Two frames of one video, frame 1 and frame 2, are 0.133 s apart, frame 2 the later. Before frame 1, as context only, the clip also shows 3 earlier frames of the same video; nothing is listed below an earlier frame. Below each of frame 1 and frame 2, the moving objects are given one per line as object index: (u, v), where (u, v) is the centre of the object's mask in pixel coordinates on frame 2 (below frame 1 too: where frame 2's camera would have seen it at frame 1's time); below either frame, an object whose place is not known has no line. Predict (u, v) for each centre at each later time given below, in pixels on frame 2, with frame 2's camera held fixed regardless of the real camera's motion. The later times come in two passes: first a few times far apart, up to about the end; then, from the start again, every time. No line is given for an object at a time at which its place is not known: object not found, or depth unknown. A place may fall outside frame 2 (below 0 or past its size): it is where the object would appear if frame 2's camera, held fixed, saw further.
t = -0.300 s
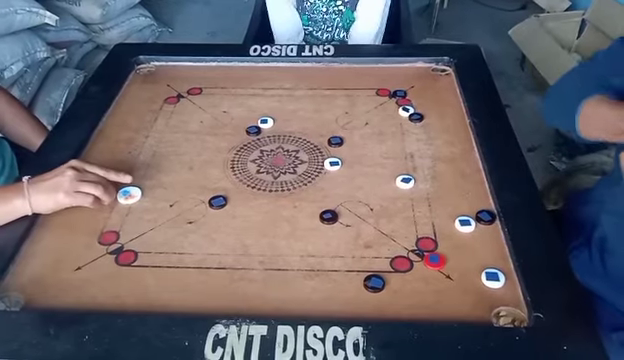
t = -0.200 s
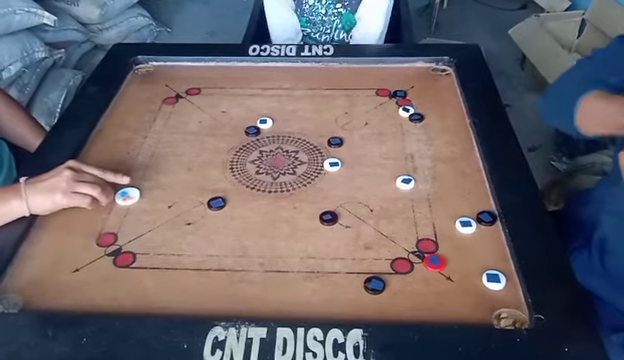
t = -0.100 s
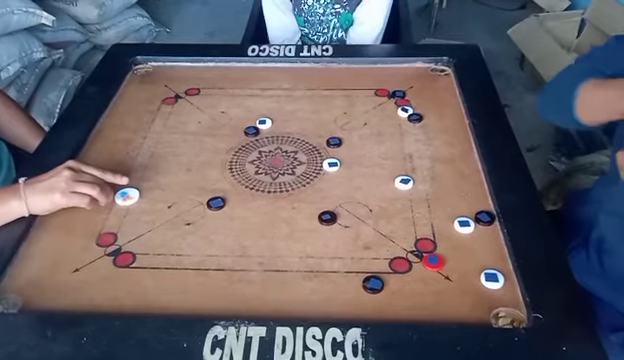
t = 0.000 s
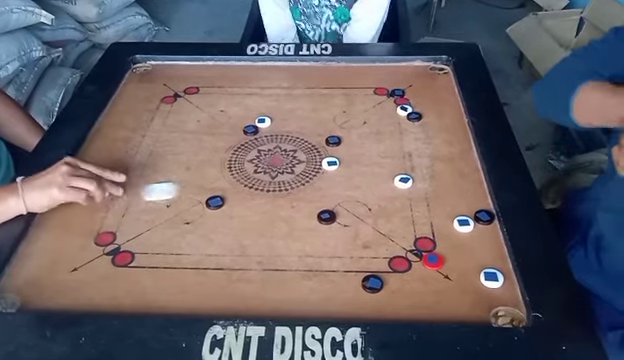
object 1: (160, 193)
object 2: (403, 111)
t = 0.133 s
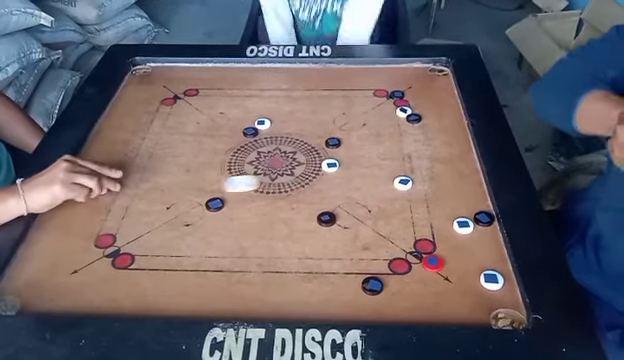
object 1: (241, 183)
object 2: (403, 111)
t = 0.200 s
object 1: (279, 179)
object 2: (403, 111)
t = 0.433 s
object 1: (357, 187)
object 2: (403, 111)
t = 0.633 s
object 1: (402, 200)
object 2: (395, 104)
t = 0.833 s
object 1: (440, 210)
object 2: (387, 101)
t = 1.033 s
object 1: (461, 212)
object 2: (386, 100)
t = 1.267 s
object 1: (465, 209)
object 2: (386, 101)
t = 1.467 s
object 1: (465, 207)
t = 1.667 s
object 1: (465, 207)
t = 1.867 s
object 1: (465, 206)
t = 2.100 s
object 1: (465, 206)
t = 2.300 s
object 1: (465, 206)
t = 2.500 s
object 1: (465, 206)
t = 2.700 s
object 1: (465, 206)
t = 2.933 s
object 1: (465, 206)
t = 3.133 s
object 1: (465, 206)
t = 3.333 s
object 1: (465, 206)
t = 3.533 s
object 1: (465, 206)
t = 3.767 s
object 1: (465, 207)
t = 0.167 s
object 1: (260, 181)
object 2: (403, 111)
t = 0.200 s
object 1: (279, 179)
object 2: (403, 111)
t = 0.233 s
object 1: (298, 176)
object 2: (403, 111)
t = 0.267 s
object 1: (313, 175)
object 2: (403, 111)
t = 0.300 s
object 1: (324, 176)
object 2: (403, 112)
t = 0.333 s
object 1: (333, 179)
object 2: (403, 111)
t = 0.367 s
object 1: (341, 182)
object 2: (403, 111)
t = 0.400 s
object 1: (349, 184)
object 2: (403, 111)
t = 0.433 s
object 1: (357, 187)
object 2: (403, 111)
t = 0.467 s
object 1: (365, 189)
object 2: (403, 111)
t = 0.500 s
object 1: (373, 191)
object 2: (402, 111)
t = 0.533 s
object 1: (380, 193)
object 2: (400, 109)
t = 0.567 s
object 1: (388, 196)
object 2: (398, 108)
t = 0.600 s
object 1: (395, 198)
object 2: (396, 106)
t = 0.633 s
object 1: (402, 200)
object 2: (395, 104)
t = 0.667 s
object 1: (409, 202)
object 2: (393, 103)
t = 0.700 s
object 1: (416, 203)
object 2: (392, 102)
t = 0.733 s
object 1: (423, 205)
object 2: (390, 102)
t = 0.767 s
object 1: (429, 207)
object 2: (389, 102)
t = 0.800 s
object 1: (435, 208)
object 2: (388, 101)
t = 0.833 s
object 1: (440, 210)
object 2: (387, 101)
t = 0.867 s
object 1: (445, 211)
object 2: (387, 101)
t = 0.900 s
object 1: (450, 212)
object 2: (386, 100)
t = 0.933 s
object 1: (453, 212)
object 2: (386, 100)
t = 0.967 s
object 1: (456, 212)
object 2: (386, 101)
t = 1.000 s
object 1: (459, 212)
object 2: (386, 101)
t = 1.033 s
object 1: (461, 212)
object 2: (386, 100)
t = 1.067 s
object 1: (462, 211)
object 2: (386, 101)
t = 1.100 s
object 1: (463, 211)
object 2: (386, 101)
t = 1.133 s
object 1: (464, 210)
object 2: (386, 101)
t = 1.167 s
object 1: (464, 210)
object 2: (386, 101)
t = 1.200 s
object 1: (464, 210)
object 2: (386, 100)
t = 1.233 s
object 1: (465, 209)
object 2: (386, 101)
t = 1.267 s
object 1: (465, 209)
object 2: (386, 101)
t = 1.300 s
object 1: (465, 209)
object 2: (386, 101)
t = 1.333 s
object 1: (465, 208)
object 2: (386, 101)
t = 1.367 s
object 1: (465, 208)
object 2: (386, 101)
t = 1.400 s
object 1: (464, 207)
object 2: (385, 101)
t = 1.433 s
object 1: (465, 207)
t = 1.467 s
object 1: (465, 207)
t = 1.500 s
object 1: (465, 207)
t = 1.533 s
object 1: (465, 207)
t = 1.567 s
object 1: (465, 207)
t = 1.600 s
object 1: (465, 207)
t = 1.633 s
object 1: (465, 207)
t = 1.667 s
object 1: (465, 207)
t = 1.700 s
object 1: (465, 207)
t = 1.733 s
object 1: (465, 206)
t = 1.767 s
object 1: (465, 207)
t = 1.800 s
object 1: (465, 207)
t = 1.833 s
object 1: (465, 207)
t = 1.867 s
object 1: (465, 206)
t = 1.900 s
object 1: (465, 206)
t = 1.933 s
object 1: (465, 206)
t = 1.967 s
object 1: (465, 206)
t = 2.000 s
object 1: (465, 206)
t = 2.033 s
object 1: (465, 206)
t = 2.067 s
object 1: (465, 206)
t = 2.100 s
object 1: (465, 206)
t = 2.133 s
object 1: (465, 206)
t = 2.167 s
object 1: (465, 206)
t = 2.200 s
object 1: (465, 206)
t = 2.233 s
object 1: (465, 206)
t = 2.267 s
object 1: (465, 206)
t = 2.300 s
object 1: (465, 206)
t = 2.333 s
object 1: (465, 206)
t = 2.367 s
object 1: (465, 206)
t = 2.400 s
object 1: (465, 206)
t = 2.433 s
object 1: (465, 206)
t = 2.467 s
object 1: (465, 206)
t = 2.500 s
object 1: (465, 206)
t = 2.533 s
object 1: (465, 206)
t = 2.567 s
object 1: (465, 206)
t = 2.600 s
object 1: (465, 206)
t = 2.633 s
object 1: (465, 206)
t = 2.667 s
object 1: (465, 206)
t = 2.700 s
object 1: (465, 206)
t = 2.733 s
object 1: (465, 206)
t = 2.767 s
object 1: (465, 206)
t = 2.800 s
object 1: (465, 206)
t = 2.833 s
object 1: (465, 206)
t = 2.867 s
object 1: (465, 206)
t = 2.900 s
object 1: (465, 206)
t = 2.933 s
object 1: (465, 206)
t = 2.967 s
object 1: (465, 206)
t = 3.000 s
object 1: (465, 206)
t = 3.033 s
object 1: (465, 206)
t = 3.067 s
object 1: (465, 206)
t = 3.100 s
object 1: (465, 206)
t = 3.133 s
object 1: (465, 206)
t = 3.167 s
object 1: (465, 206)
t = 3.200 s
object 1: (465, 206)
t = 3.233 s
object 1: (465, 206)
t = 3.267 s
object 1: (465, 206)
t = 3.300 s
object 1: (465, 206)
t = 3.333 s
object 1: (465, 206)
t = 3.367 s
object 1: (465, 206)
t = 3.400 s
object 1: (465, 206)
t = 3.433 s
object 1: (465, 206)
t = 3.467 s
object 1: (465, 206)
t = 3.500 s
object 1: (465, 206)
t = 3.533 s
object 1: (465, 206)
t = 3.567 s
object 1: (465, 206)
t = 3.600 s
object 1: (465, 206)
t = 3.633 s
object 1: (465, 206)
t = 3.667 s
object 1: (465, 206)
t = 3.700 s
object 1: (465, 206)
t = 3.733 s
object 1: (465, 206)
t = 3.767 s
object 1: (465, 207)
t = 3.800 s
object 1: (465, 206)
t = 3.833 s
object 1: (465, 207)
